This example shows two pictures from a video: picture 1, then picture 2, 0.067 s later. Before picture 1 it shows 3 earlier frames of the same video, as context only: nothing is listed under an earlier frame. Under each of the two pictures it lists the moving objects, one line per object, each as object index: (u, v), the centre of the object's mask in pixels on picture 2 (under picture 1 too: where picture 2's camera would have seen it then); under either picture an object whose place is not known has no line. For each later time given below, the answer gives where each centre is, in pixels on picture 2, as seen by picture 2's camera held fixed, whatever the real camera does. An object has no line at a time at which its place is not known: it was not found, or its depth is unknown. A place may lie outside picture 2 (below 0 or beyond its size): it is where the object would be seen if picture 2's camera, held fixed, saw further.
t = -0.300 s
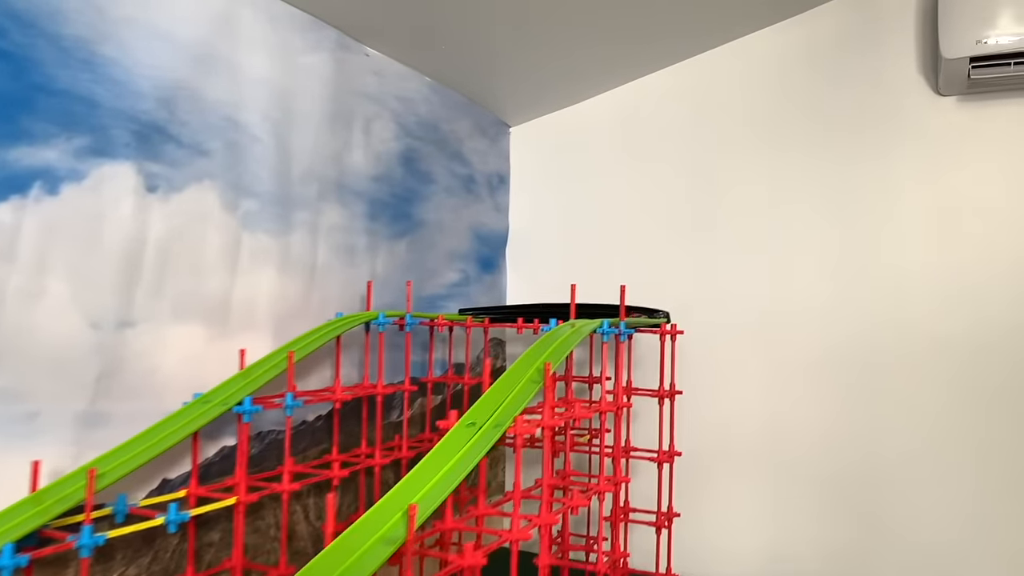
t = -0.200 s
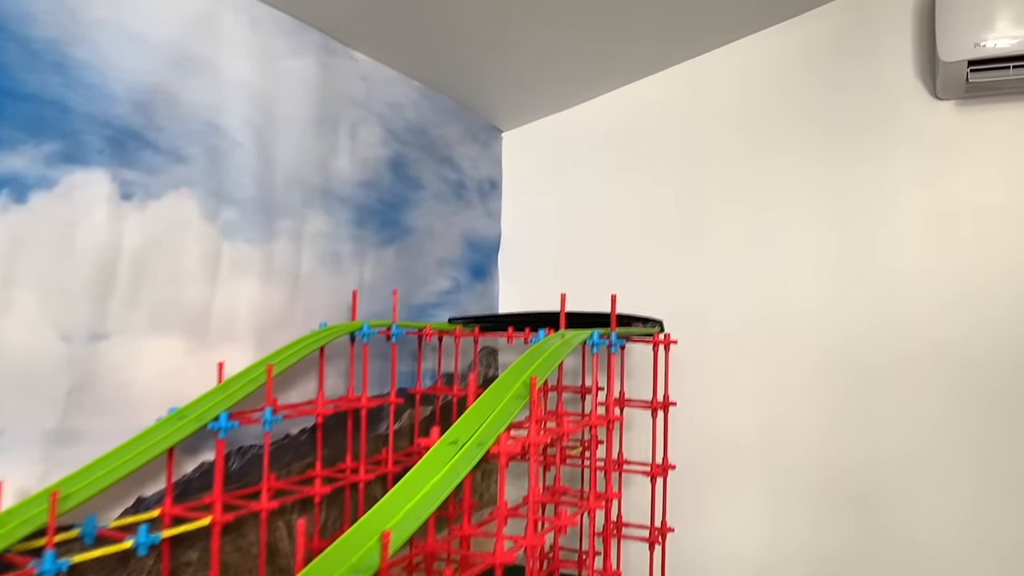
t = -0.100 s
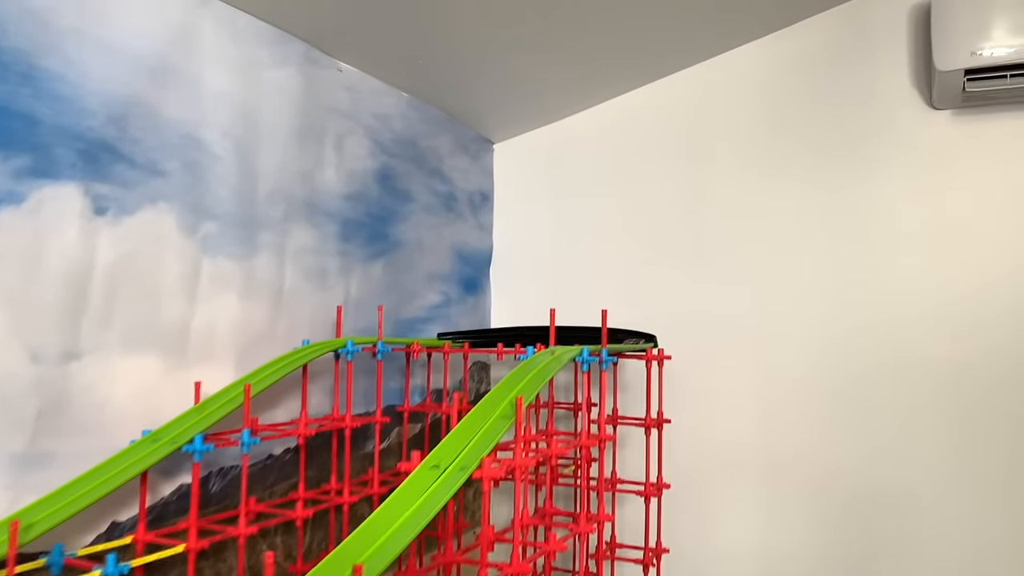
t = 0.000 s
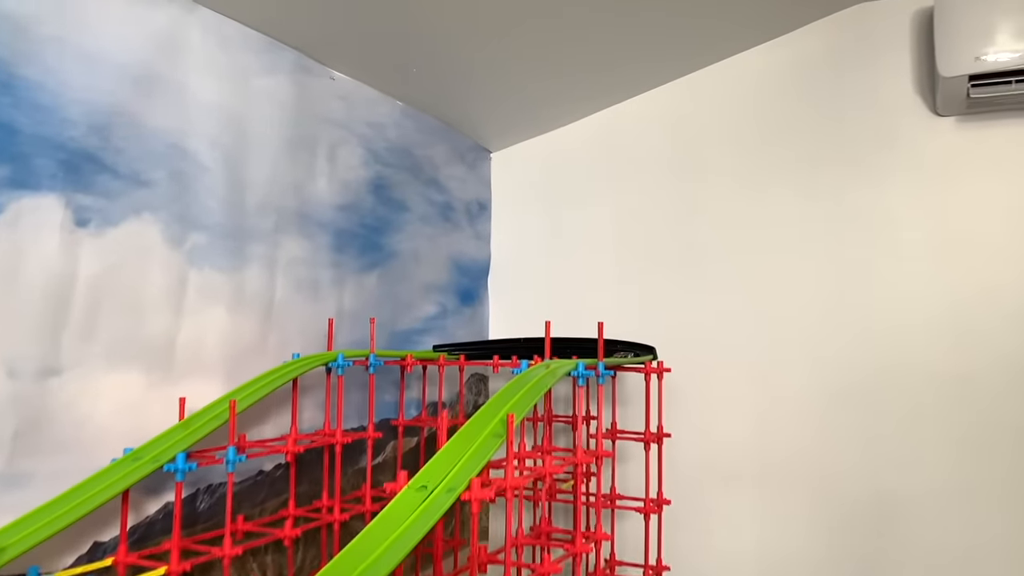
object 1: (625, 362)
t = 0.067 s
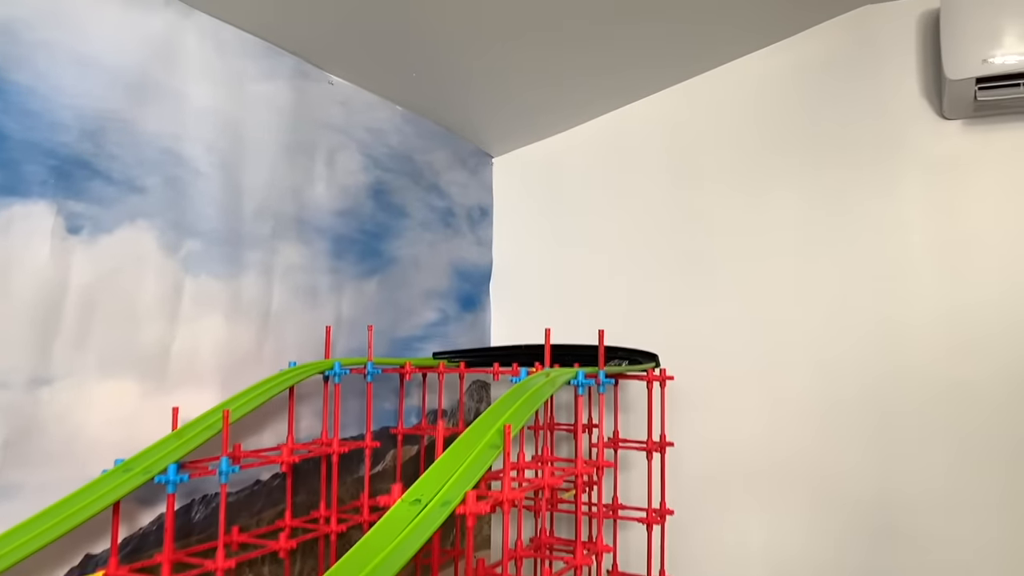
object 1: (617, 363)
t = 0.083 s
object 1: (616, 363)
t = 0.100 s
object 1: (614, 363)
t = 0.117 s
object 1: (613, 364)
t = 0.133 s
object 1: (611, 364)
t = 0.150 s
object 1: (610, 364)
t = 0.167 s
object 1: (606, 365)
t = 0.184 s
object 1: (603, 366)
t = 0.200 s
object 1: (601, 367)
